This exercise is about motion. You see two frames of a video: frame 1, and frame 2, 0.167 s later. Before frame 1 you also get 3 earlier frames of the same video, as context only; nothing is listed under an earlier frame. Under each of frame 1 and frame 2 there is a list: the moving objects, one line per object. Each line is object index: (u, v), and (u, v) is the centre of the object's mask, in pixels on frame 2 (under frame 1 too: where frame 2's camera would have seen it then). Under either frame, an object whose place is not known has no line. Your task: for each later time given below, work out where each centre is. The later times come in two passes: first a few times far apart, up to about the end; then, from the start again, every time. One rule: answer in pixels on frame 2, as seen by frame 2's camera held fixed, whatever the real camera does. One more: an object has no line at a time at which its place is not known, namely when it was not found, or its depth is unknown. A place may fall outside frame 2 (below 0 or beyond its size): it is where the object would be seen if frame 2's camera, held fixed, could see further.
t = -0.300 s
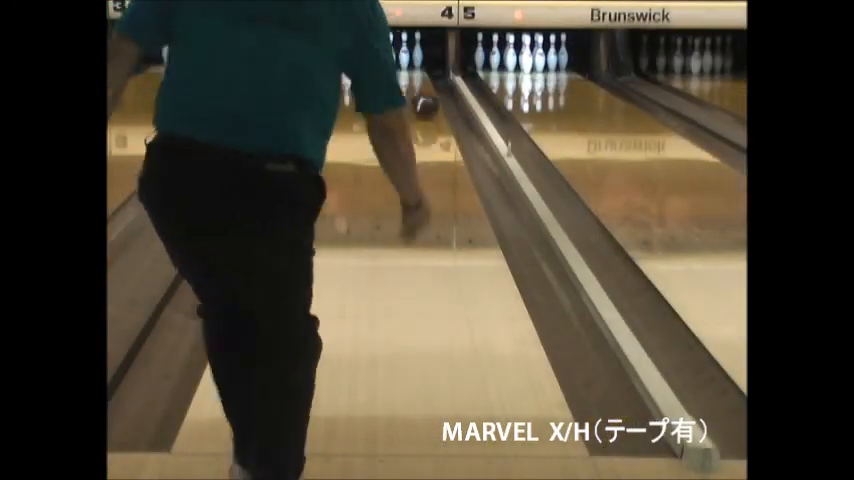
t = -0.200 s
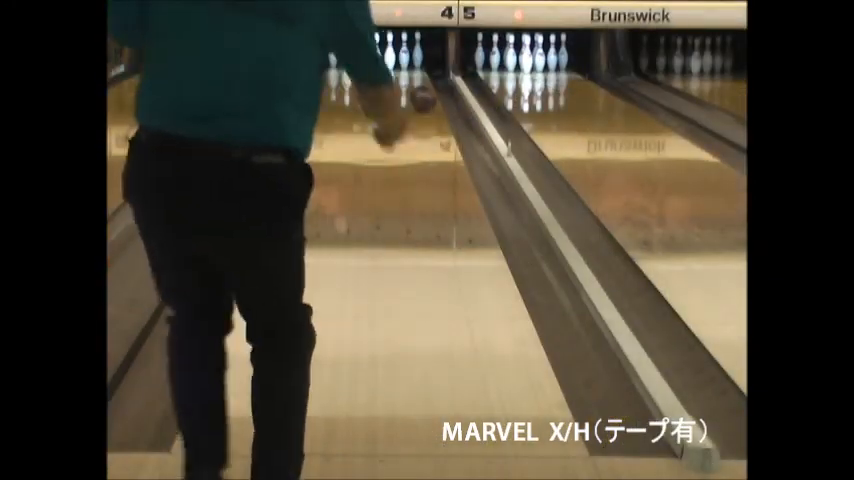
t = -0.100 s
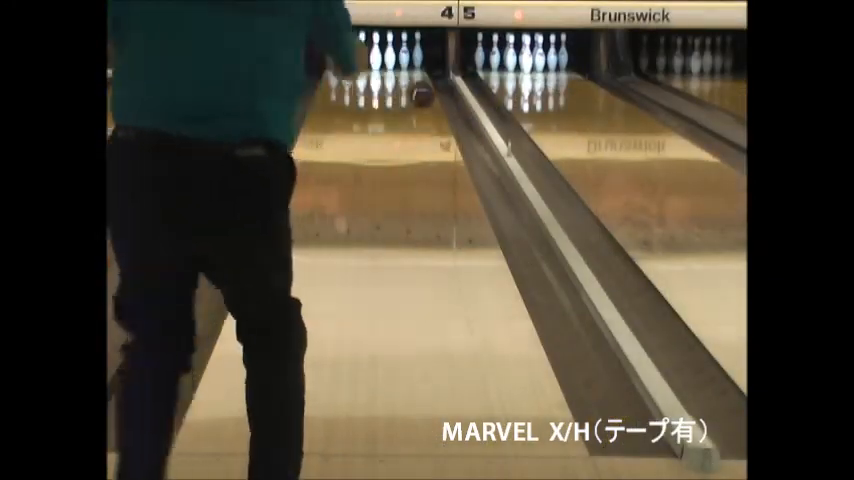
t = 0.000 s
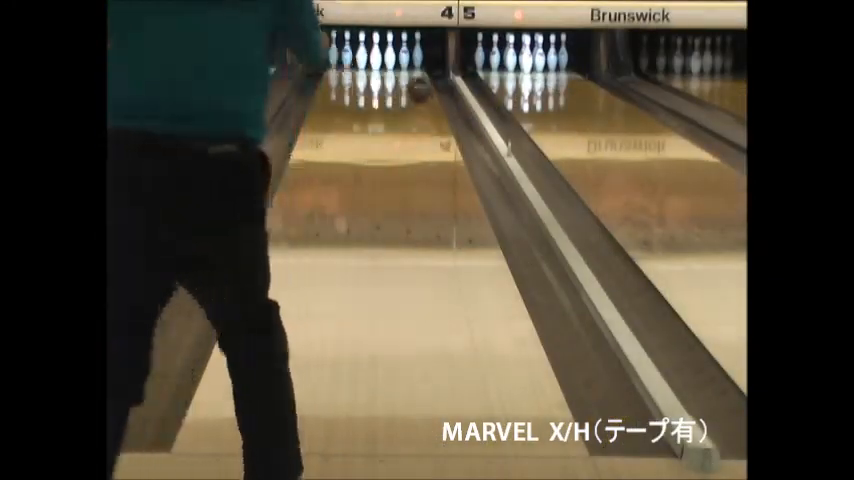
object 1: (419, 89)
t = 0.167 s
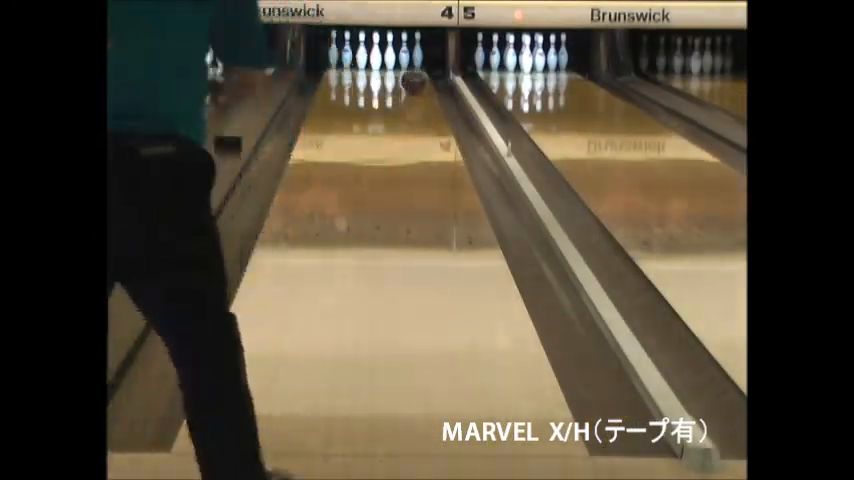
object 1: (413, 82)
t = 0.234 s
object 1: (410, 79)
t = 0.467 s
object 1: (398, 70)
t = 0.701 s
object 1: (390, 63)
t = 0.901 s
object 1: (389, 59)
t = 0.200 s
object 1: (412, 80)
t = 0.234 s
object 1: (410, 79)
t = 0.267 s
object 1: (408, 78)
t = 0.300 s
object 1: (406, 76)
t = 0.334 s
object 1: (405, 75)
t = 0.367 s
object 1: (404, 73)
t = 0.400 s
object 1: (403, 73)
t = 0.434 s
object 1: (401, 72)
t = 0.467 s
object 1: (398, 70)
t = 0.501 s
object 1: (397, 69)
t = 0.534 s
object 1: (396, 68)
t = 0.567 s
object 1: (394, 67)
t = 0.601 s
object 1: (393, 67)
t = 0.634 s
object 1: (393, 66)
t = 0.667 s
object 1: (392, 65)
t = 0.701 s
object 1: (390, 63)
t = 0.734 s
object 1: (388, 63)
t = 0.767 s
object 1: (387, 62)
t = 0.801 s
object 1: (387, 61)
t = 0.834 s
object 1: (387, 60)
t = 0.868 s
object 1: (388, 60)
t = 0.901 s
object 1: (389, 59)
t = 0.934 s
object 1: (389, 59)
